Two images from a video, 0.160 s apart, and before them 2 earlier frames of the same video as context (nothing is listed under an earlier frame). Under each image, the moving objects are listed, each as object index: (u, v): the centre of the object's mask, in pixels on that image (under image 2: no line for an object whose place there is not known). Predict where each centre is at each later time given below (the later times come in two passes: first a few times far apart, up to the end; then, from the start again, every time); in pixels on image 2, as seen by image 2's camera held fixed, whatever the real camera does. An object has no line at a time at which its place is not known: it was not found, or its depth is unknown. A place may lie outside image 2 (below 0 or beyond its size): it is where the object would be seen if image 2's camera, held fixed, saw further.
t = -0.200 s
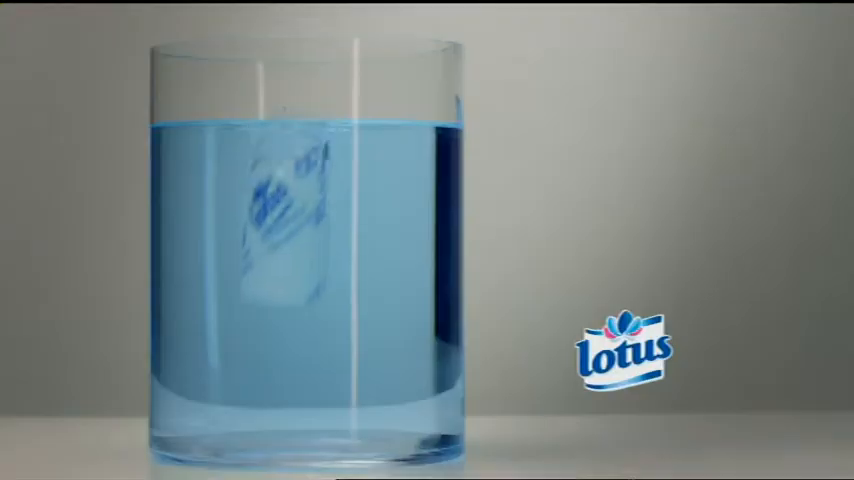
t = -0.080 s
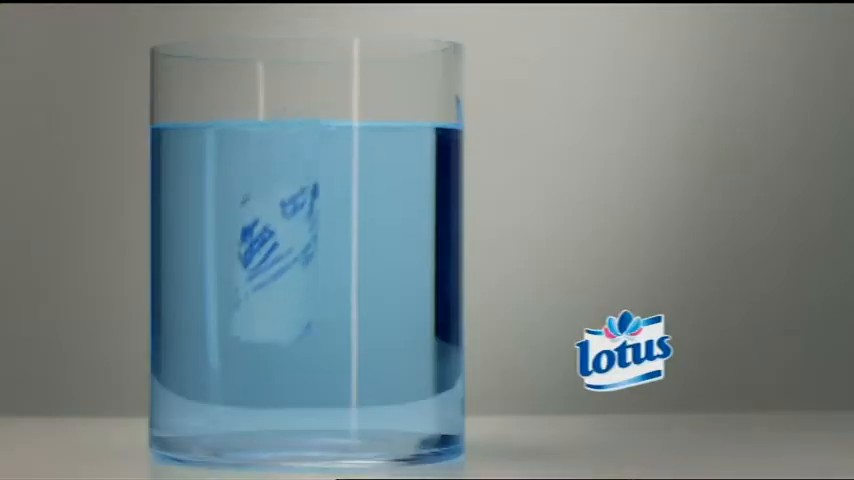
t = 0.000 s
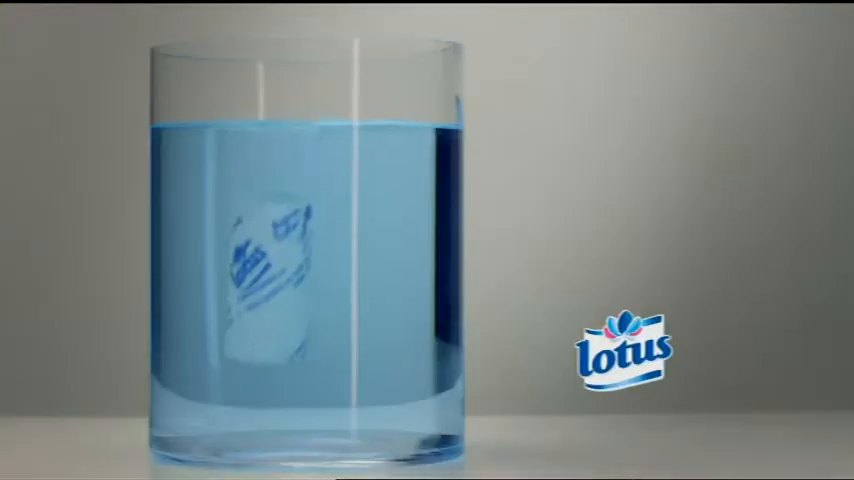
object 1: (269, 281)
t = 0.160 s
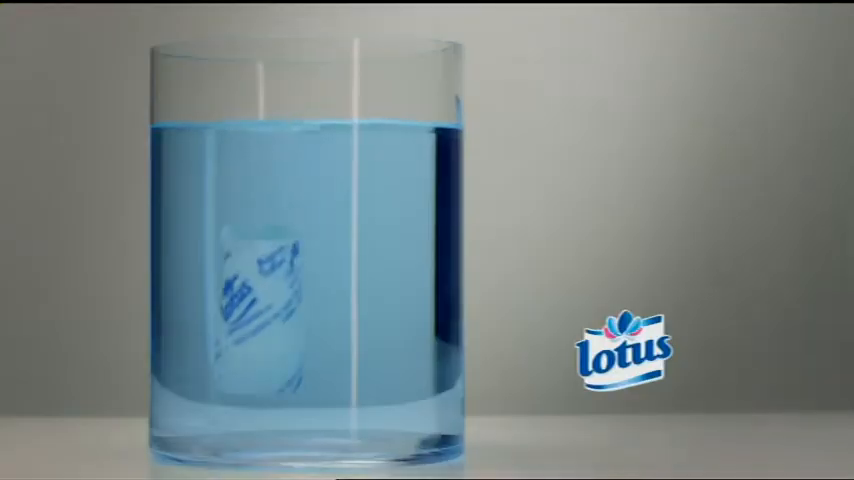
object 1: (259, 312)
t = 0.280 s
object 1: (256, 334)
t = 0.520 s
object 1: (257, 353)
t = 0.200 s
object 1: (257, 321)
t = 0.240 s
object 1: (256, 327)
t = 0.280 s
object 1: (256, 334)
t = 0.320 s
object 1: (256, 342)
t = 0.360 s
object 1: (256, 349)
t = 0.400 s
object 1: (256, 351)
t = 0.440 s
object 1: (256, 351)
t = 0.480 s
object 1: (256, 352)
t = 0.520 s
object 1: (257, 353)
